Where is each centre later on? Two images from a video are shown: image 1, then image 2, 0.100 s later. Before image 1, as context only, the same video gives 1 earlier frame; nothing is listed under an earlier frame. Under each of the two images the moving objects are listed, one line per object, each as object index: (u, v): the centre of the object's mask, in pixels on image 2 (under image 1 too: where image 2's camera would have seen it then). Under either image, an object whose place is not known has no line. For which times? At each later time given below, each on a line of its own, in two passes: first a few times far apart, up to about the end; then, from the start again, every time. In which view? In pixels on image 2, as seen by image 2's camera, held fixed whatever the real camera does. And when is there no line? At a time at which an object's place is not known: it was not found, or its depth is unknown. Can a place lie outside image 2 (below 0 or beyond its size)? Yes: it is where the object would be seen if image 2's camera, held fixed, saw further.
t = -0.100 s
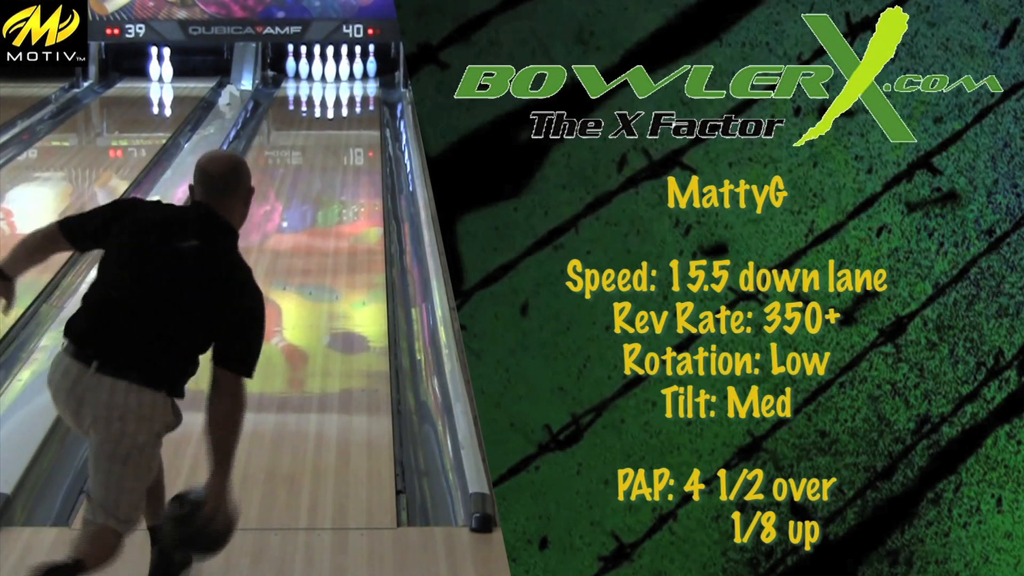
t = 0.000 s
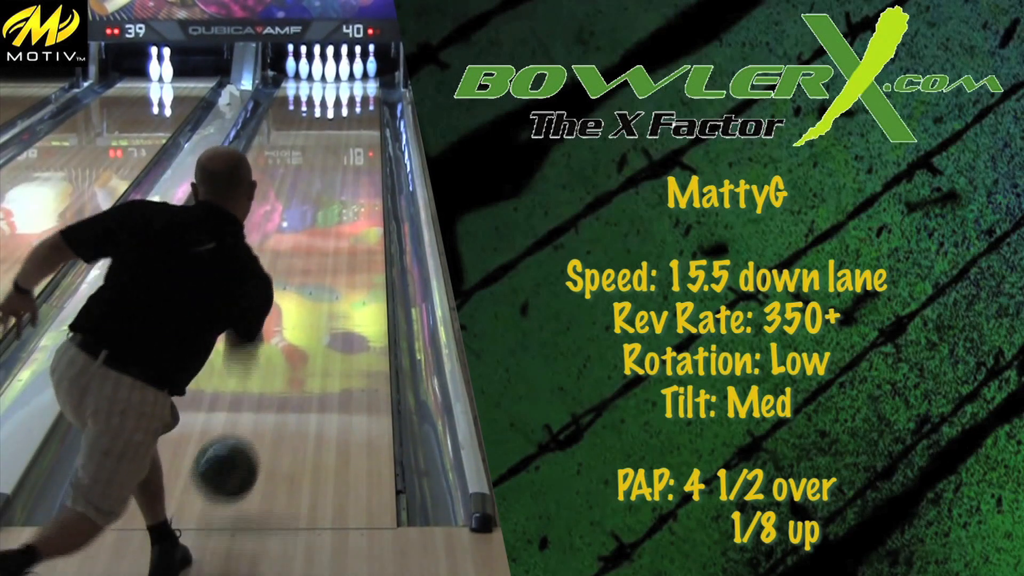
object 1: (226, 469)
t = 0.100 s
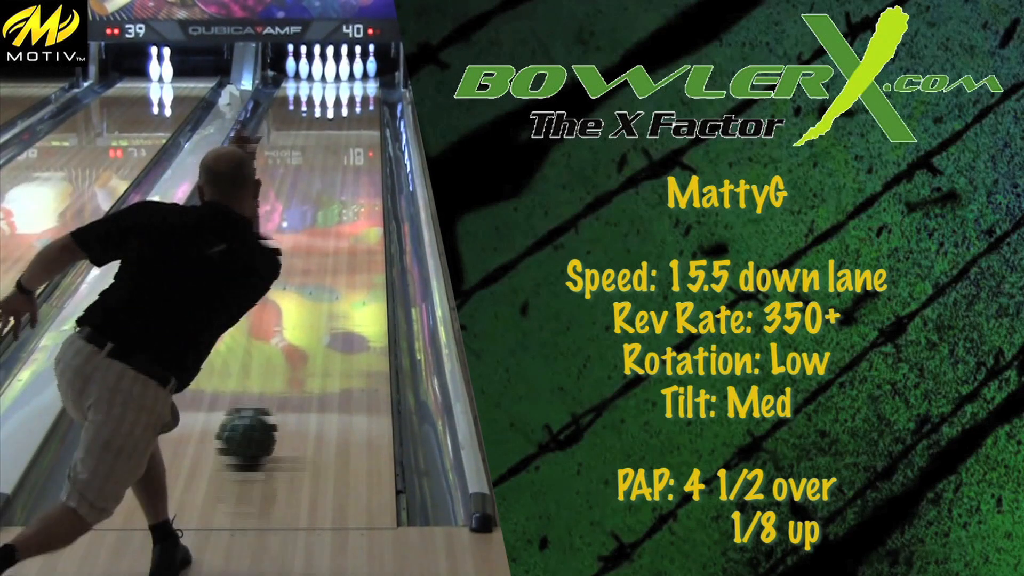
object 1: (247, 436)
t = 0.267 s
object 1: (274, 366)
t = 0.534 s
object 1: (305, 284)
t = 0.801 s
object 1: (326, 226)
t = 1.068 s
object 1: (341, 183)
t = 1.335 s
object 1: (352, 152)
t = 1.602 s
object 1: (359, 127)
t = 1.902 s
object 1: (361, 104)
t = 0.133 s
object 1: (253, 420)
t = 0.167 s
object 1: (259, 405)
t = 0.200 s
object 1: (265, 391)
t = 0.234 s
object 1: (269, 377)
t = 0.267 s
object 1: (274, 366)
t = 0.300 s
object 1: (279, 354)
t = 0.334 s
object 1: (283, 342)
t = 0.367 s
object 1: (287, 332)
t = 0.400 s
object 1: (291, 321)
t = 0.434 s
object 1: (295, 311)
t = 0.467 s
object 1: (299, 302)
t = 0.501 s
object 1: (303, 292)
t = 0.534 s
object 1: (305, 284)
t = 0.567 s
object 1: (308, 276)
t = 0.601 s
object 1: (310, 269)
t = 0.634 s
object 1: (313, 261)
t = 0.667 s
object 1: (316, 253)
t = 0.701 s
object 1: (319, 247)
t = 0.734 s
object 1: (321, 239)
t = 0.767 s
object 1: (324, 233)
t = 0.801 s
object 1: (326, 226)
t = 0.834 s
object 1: (328, 220)
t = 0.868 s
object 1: (330, 214)
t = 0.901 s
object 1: (332, 209)
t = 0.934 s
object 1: (334, 204)
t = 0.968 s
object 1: (335, 198)
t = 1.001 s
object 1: (337, 193)
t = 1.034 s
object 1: (339, 188)
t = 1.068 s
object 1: (341, 183)
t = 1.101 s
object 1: (342, 179)
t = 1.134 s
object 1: (344, 175)
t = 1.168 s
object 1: (345, 171)
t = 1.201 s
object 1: (347, 167)
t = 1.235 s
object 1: (348, 163)
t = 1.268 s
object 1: (349, 159)
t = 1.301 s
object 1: (350, 155)
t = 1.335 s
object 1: (352, 152)
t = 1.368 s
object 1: (353, 148)
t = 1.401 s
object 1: (354, 145)
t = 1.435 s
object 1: (355, 142)
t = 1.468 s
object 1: (356, 139)
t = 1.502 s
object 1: (356, 136)
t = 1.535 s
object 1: (357, 132)
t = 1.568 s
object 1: (358, 129)
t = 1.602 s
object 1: (359, 127)
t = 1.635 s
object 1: (360, 124)
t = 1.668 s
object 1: (360, 121)
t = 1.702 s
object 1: (361, 119)
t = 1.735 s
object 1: (360, 116)
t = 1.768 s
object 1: (361, 113)
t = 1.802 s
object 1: (362, 110)
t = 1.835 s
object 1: (362, 109)
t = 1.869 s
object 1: (362, 106)
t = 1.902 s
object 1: (361, 104)
